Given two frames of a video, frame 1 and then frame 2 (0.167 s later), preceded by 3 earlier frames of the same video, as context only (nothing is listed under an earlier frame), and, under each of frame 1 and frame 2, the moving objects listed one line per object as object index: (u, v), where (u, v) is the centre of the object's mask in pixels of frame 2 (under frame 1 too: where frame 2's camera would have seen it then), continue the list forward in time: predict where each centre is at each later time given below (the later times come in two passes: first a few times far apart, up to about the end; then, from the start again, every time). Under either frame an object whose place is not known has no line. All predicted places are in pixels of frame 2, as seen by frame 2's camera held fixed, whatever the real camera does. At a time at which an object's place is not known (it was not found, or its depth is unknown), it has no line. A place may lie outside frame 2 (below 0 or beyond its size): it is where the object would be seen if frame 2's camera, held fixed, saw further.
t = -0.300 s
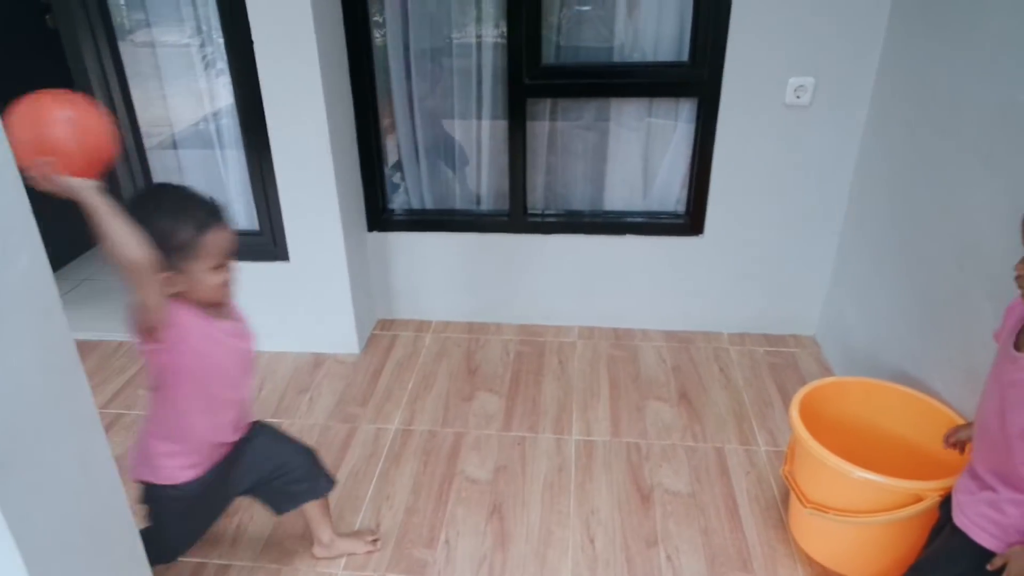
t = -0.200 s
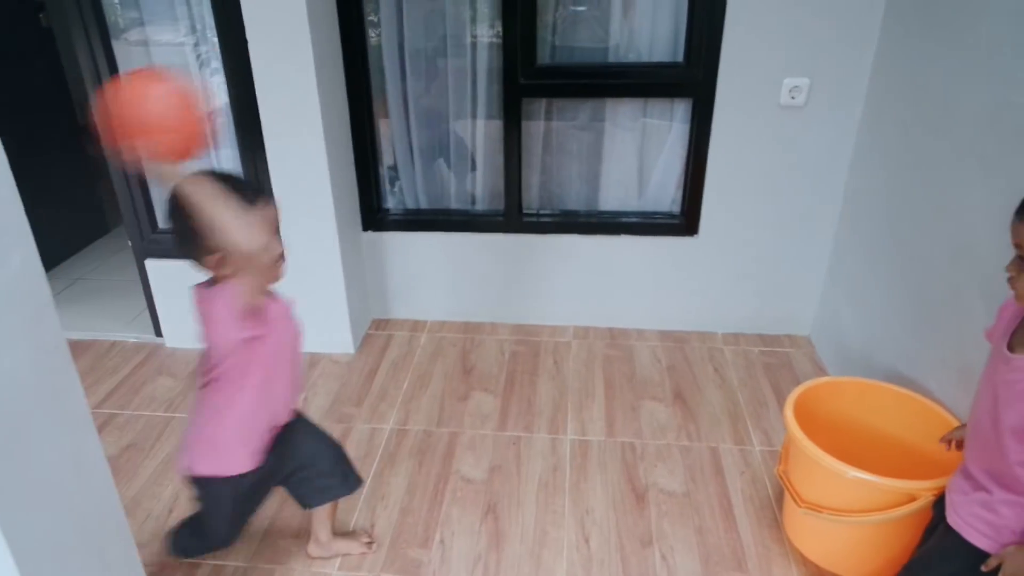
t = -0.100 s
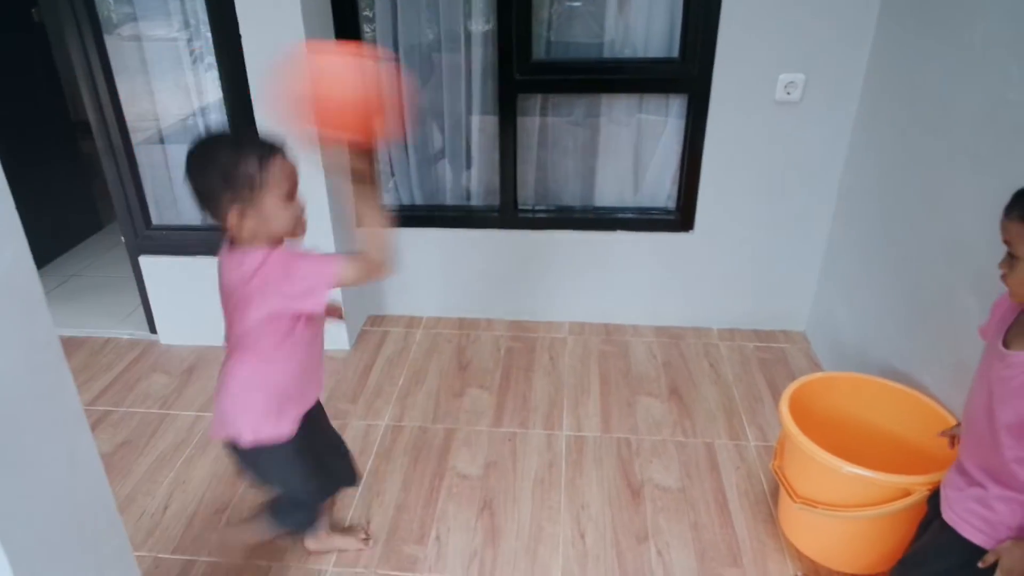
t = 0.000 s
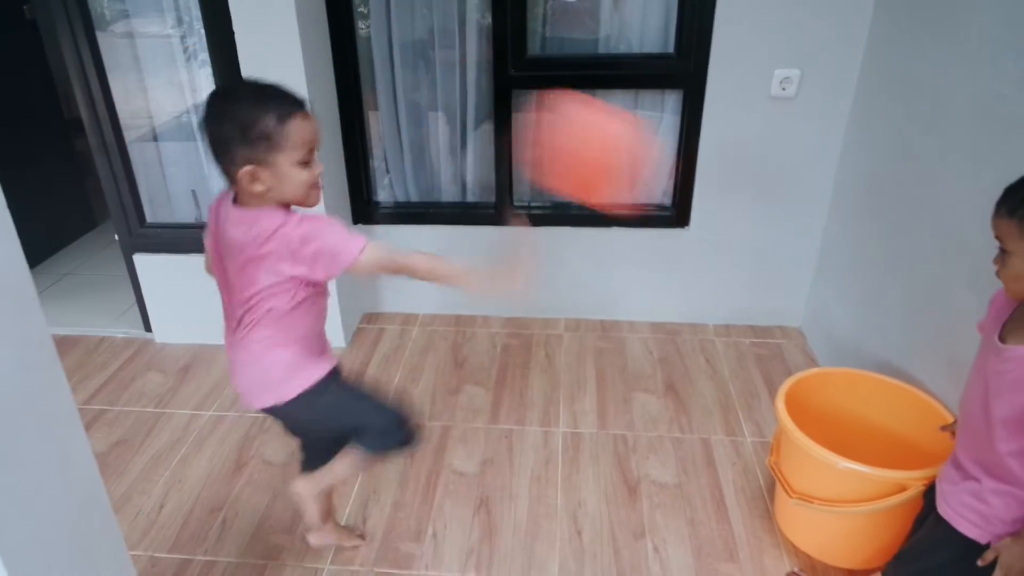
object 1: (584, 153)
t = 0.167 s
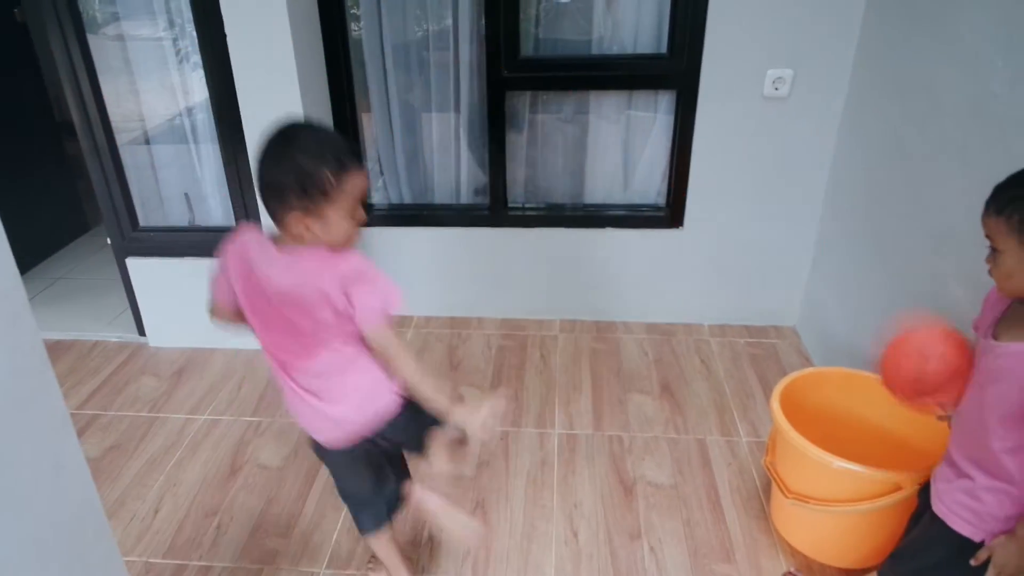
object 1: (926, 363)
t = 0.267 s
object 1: (868, 400)
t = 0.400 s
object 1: (840, 435)
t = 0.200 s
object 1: (916, 375)
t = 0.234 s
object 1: (891, 385)
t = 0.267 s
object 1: (868, 400)
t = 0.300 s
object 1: (844, 418)
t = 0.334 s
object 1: (832, 426)
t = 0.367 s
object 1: (835, 431)
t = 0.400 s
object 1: (840, 435)
